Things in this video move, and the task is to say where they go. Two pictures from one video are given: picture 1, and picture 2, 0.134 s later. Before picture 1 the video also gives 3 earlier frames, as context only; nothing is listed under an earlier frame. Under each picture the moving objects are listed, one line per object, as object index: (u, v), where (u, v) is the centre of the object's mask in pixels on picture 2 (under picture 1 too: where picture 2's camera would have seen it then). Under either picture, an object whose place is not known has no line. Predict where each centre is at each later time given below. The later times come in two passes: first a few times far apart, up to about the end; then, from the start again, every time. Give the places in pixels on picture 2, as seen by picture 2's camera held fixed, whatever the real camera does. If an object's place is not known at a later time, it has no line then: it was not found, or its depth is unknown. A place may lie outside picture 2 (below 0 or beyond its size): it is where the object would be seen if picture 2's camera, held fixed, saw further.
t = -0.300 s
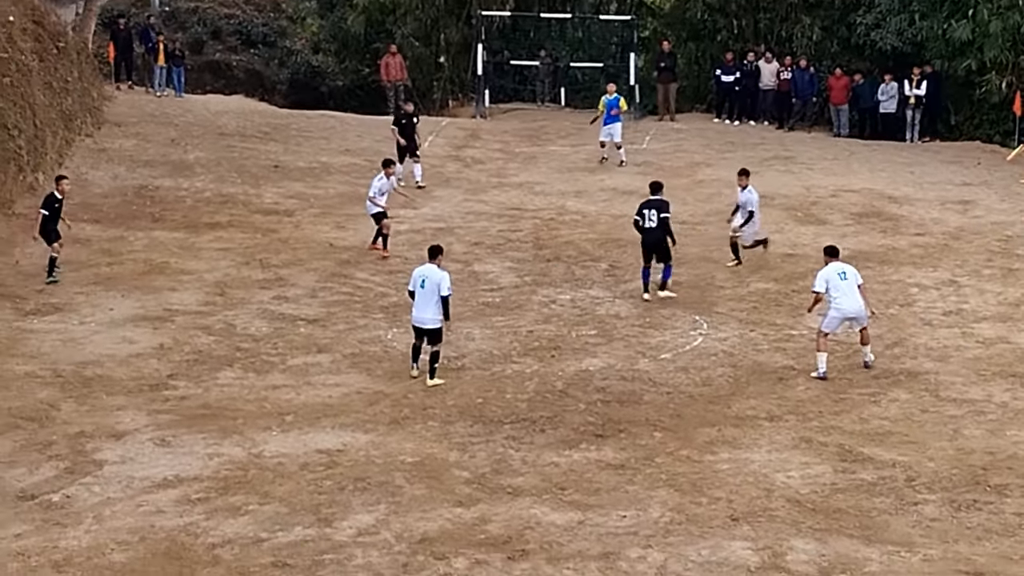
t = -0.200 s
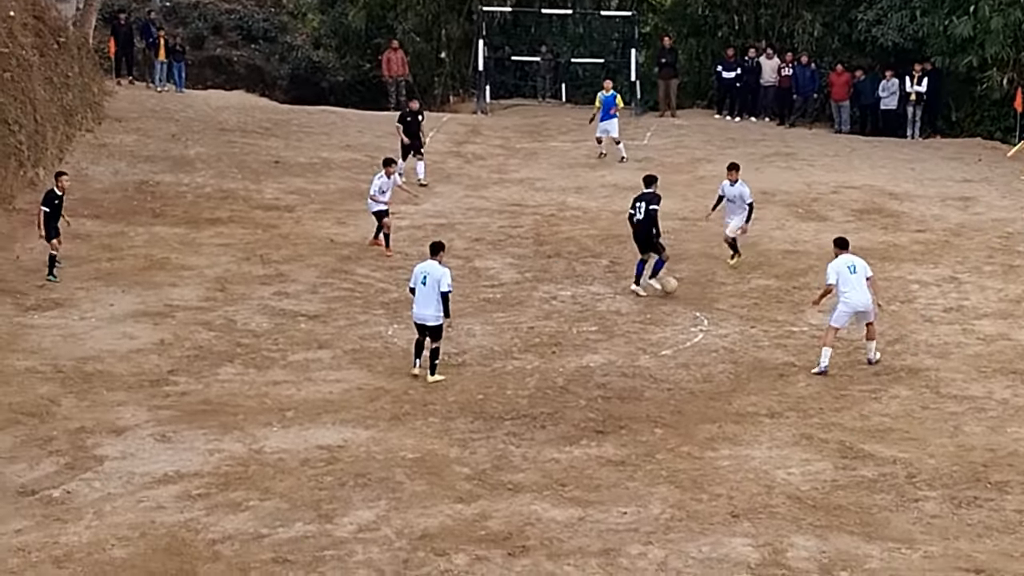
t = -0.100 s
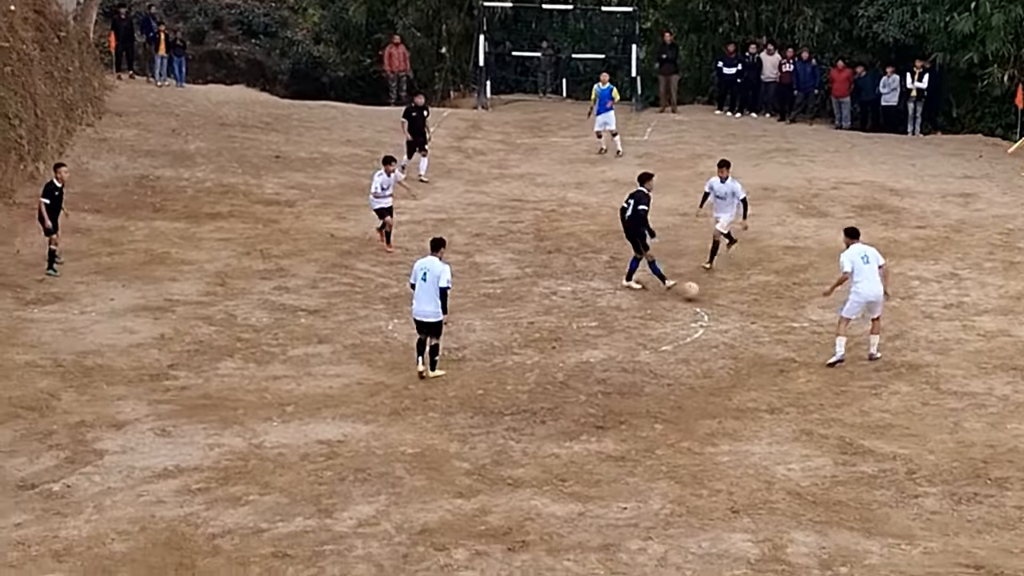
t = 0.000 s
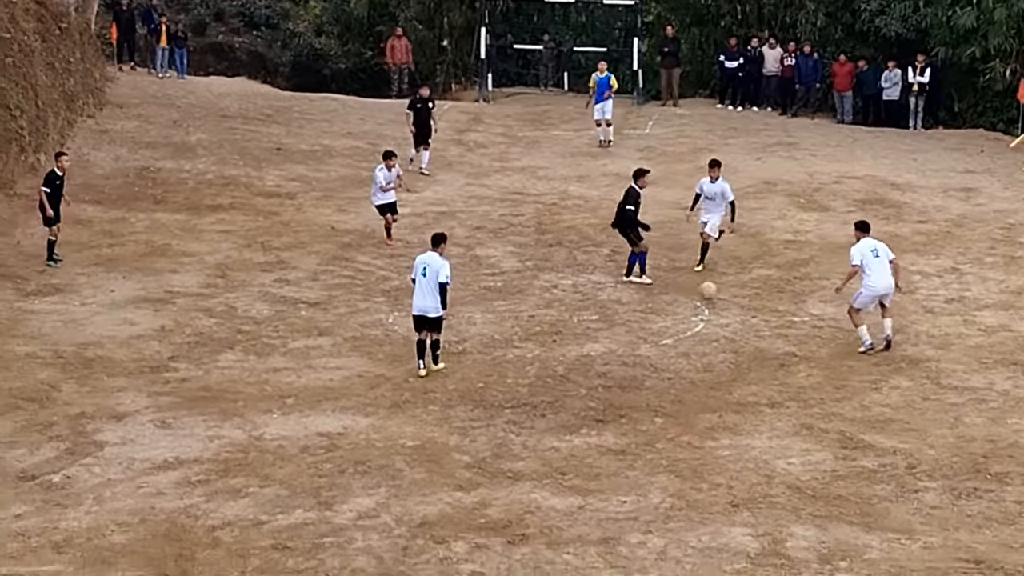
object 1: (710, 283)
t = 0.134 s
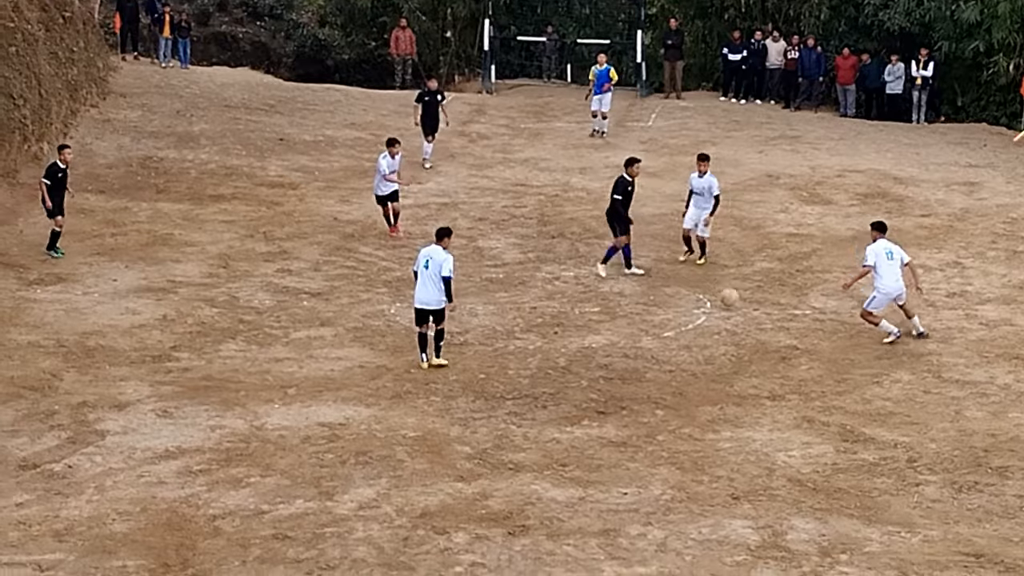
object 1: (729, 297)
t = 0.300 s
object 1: (753, 311)
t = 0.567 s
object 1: (797, 345)
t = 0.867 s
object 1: (845, 380)
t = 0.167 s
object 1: (734, 304)
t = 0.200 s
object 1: (739, 307)
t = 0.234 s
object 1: (744, 307)
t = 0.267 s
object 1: (749, 308)
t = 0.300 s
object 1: (753, 311)
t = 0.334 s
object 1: (758, 315)
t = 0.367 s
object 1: (763, 319)
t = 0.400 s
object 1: (768, 325)
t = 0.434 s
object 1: (773, 332)
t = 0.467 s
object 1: (779, 334)
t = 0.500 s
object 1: (786, 337)
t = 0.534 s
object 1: (791, 340)
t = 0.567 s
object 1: (797, 345)
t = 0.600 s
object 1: (803, 350)
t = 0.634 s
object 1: (809, 355)
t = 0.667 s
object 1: (813, 356)
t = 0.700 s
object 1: (818, 358)
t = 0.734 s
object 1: (824, 362)
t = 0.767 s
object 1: (830, 366)
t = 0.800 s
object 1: (835, 373)
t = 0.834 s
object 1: (840, 377)
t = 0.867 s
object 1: (845, 380)
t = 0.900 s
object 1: (851, 384)
